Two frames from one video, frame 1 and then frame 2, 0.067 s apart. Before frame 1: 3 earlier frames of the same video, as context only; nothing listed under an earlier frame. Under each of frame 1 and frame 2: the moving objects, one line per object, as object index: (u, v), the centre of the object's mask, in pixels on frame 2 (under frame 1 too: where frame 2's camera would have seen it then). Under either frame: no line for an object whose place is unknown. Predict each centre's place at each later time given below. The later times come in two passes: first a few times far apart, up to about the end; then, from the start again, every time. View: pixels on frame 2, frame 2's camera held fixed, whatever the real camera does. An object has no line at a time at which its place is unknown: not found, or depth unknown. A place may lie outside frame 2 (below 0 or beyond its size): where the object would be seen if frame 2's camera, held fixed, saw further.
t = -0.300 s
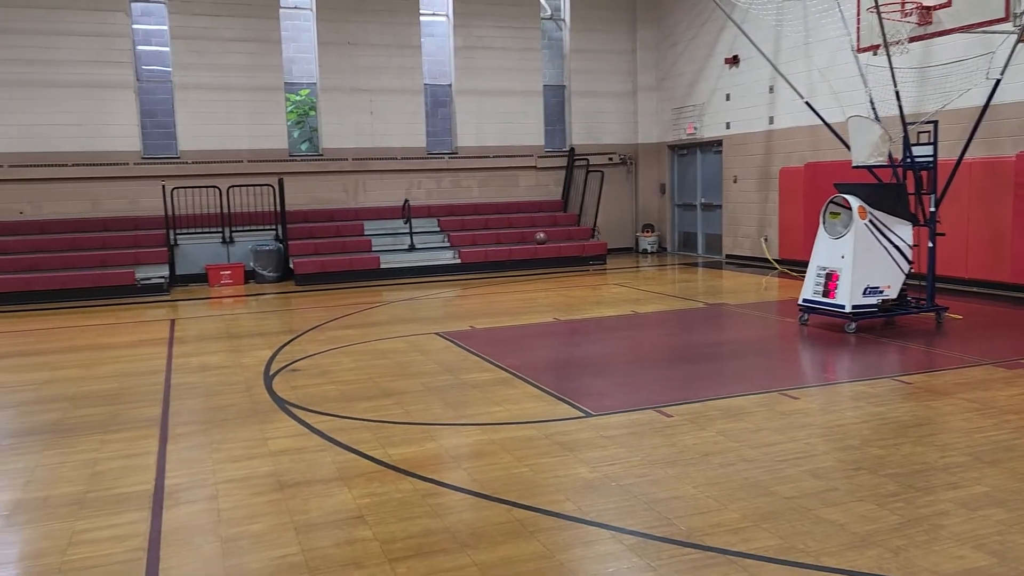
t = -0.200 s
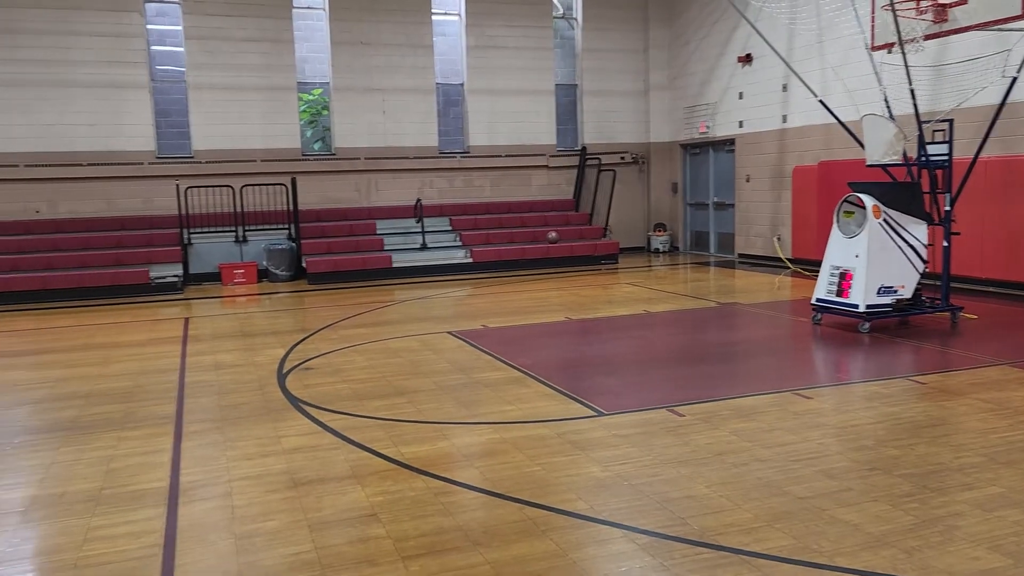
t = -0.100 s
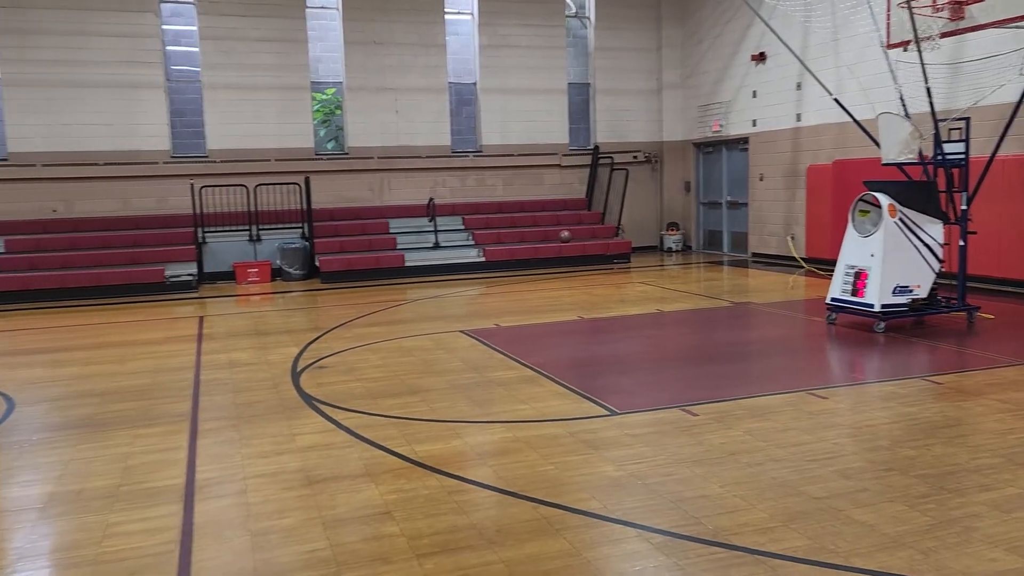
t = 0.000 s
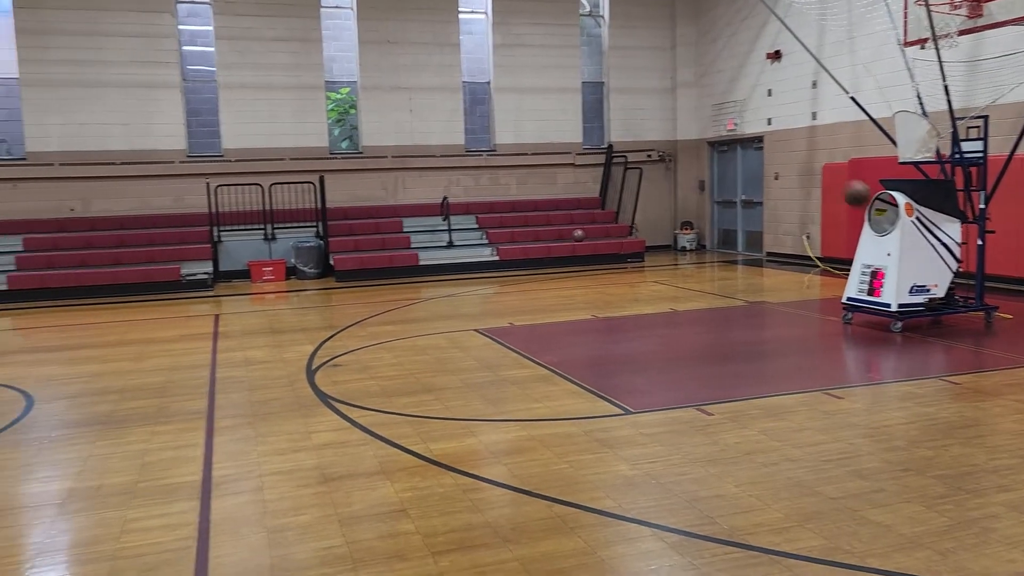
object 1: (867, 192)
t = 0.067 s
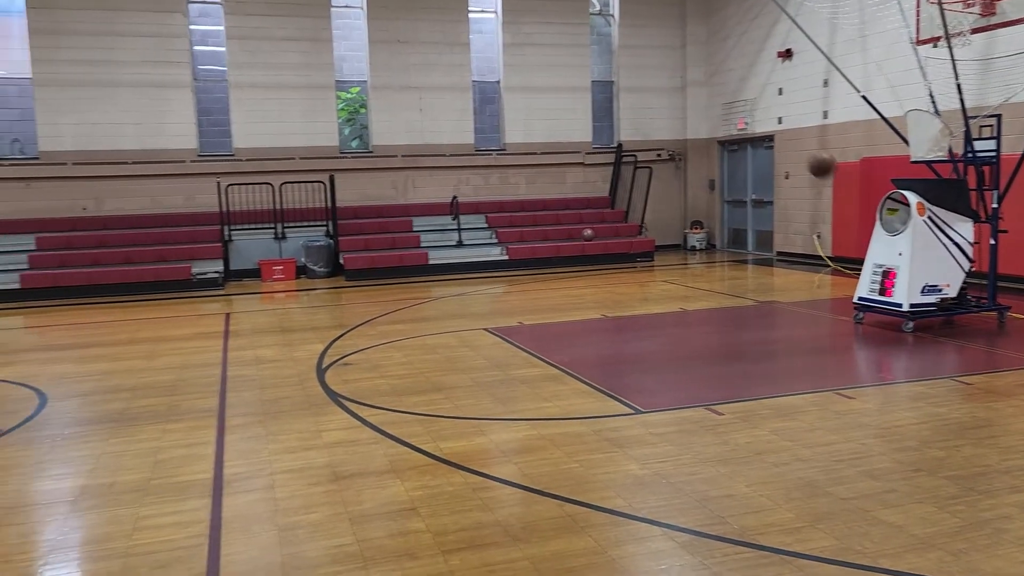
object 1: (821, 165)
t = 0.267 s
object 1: (674, 98)
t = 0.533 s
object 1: (453, 72)
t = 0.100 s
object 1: (798, 151)
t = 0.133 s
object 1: (774, 140)
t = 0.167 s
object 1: (749, 127)
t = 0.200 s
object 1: (725, 116)
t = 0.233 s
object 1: (700, 106)
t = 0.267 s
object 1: (674, 98)
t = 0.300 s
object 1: (648, 90)
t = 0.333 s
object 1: (622, 84)
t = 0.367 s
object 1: (593, 79)
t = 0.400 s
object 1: (567, 76)
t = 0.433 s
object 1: (539, 73)
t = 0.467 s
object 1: (511, 71)
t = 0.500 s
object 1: (481, 71)
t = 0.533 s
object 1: (453, 72)
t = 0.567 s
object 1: (423, 74)
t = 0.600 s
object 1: (392, 79)
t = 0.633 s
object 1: (363, 85)
